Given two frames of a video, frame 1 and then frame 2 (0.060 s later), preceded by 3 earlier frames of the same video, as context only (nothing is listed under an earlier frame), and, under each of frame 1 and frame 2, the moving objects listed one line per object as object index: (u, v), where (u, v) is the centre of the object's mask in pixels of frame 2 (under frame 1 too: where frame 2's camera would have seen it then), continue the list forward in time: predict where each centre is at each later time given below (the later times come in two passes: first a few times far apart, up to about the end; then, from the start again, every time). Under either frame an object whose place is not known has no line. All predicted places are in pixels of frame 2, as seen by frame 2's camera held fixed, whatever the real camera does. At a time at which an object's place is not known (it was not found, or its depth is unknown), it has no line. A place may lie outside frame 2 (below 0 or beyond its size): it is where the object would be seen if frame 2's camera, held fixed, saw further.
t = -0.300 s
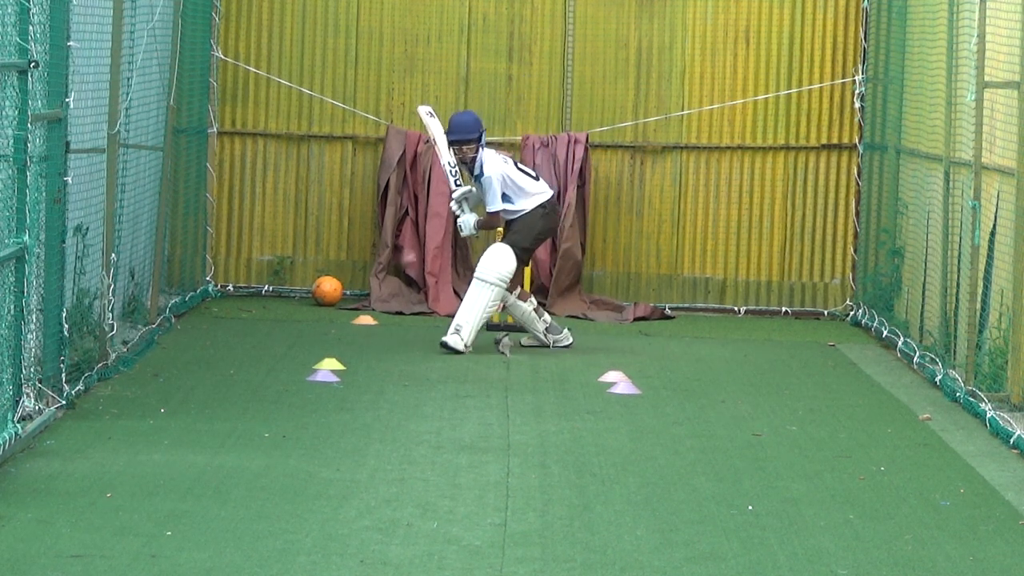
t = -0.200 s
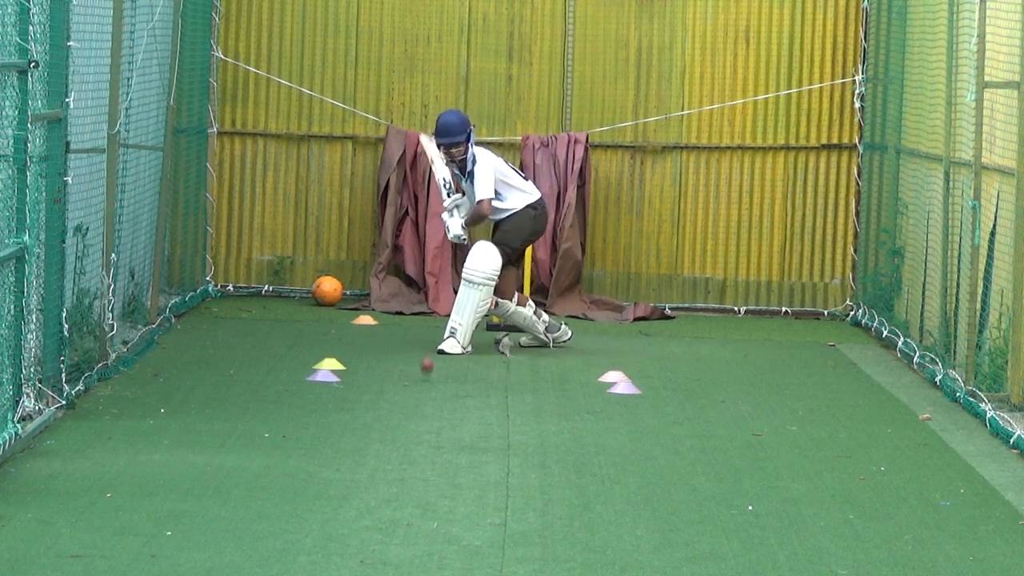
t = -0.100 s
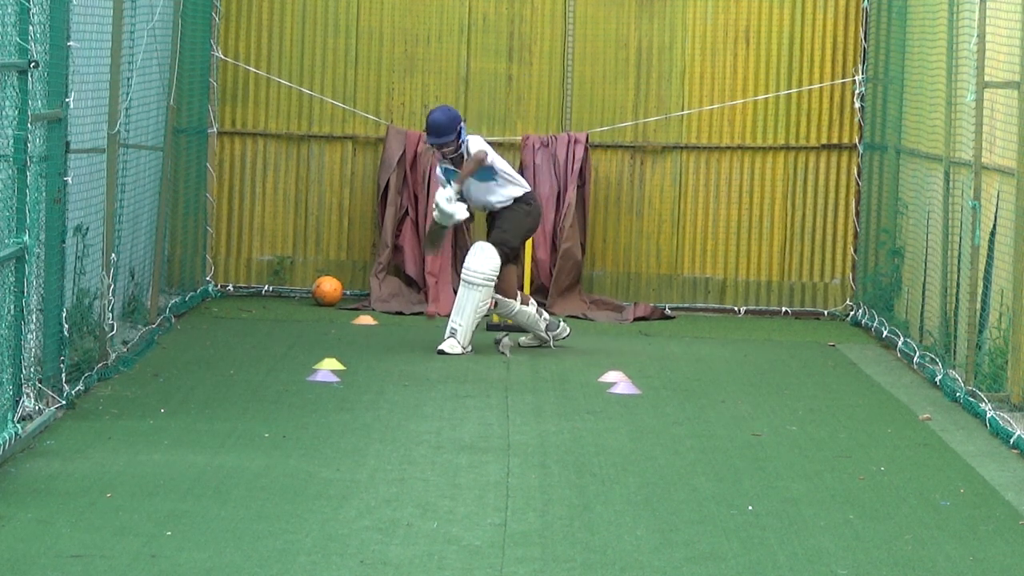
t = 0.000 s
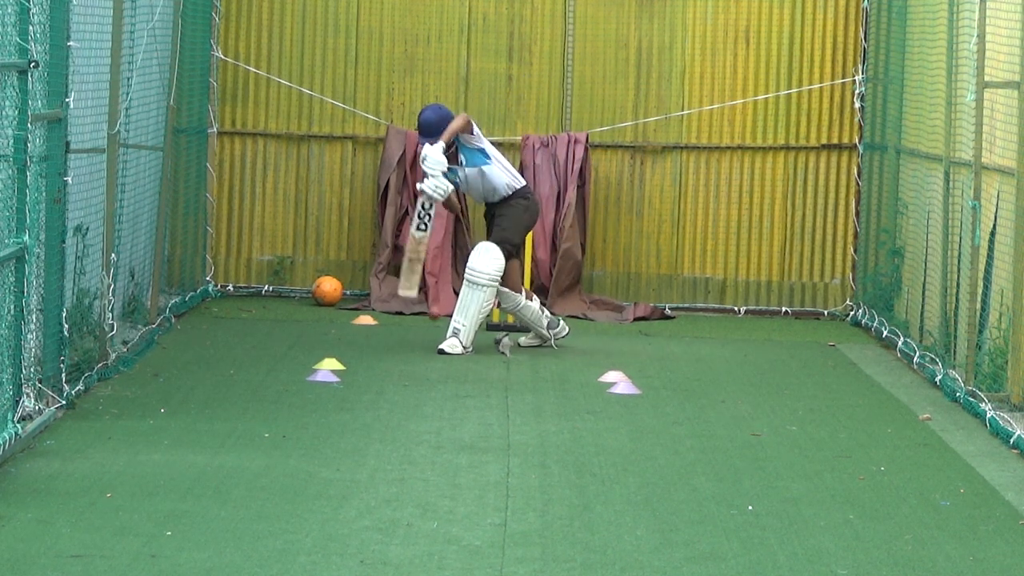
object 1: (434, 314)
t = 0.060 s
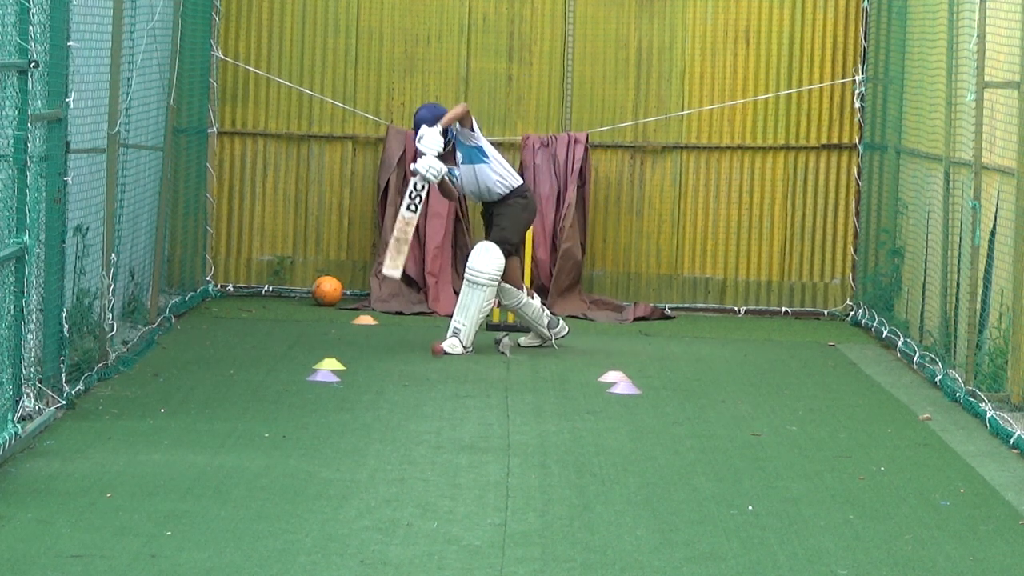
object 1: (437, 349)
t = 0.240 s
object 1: (445, 364)
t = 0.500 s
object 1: (454, 429)
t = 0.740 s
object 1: (461, 473)
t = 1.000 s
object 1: (467, 508)
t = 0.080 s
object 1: (438, 364)
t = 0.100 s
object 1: (439, 371)
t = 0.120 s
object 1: (440, 367)
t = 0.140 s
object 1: (441, 365)
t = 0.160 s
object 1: (442, 363)
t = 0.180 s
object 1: (442, 362)
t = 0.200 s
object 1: (443, 362)
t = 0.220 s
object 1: (444, 363)
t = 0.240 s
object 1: (445, 364)
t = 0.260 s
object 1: (445, 366)
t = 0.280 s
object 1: (446, 369)
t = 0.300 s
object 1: (447, 373)
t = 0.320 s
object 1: (447, 378)
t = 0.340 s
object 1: (448, 384)
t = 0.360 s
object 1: (449, 391)
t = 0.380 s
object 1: (449, 399)
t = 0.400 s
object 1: (450, 408)
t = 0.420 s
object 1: (451, 418)
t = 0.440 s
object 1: (451, 430)
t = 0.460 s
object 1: (452, 436)
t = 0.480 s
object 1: (453, 432)
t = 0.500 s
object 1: (454, 429)
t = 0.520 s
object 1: (454, 428)
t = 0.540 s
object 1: (455, 427)
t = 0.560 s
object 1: (456, 427)
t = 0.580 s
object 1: (456, 427)
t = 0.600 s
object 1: (457, 429)
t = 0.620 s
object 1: (457, 432)
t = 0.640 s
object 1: (458, 436)
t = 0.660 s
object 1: (459, 441)
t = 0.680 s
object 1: (460, 447)
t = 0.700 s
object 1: (460, 454)
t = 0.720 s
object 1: (461, 463)
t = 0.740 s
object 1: (461, 473)
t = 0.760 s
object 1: (462, 483)
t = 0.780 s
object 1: (462, 496)
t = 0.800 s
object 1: (463, 505)
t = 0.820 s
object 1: (463, 501)
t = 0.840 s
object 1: (464, 497)
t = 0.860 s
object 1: (464, 494)
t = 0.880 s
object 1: (465, 493)
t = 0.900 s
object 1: (465, 493)
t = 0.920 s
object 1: (466, 494)
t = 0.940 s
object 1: (466, 495)
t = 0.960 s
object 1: (466, 498)
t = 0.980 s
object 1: (466, 503)
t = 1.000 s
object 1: (467, 508)
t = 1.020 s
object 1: (467, 515)
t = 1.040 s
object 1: (467, 523)
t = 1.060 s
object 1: (468, 533)
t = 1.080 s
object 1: (468, 544)
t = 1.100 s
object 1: (468, 557)
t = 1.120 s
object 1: (467, 568)
